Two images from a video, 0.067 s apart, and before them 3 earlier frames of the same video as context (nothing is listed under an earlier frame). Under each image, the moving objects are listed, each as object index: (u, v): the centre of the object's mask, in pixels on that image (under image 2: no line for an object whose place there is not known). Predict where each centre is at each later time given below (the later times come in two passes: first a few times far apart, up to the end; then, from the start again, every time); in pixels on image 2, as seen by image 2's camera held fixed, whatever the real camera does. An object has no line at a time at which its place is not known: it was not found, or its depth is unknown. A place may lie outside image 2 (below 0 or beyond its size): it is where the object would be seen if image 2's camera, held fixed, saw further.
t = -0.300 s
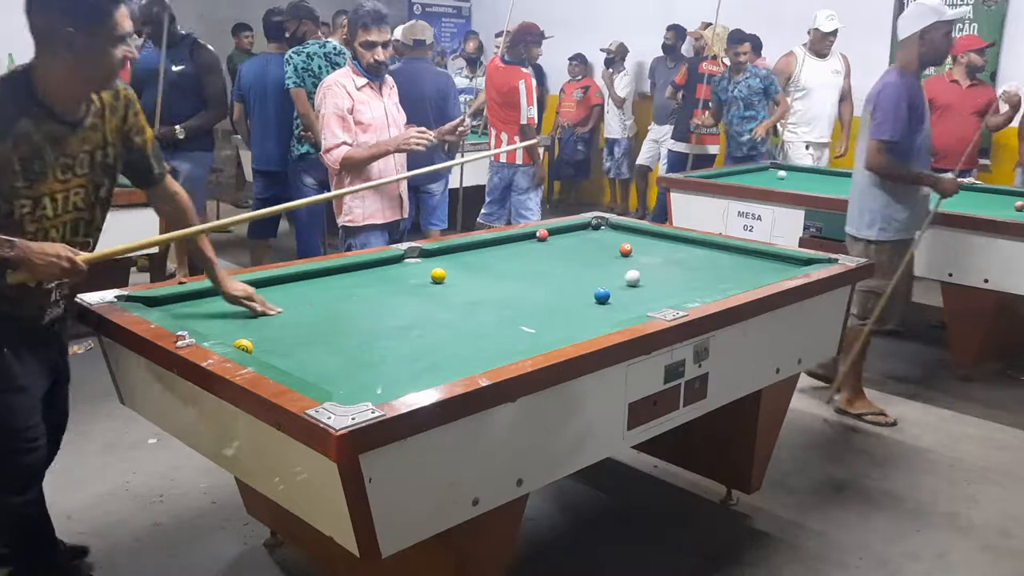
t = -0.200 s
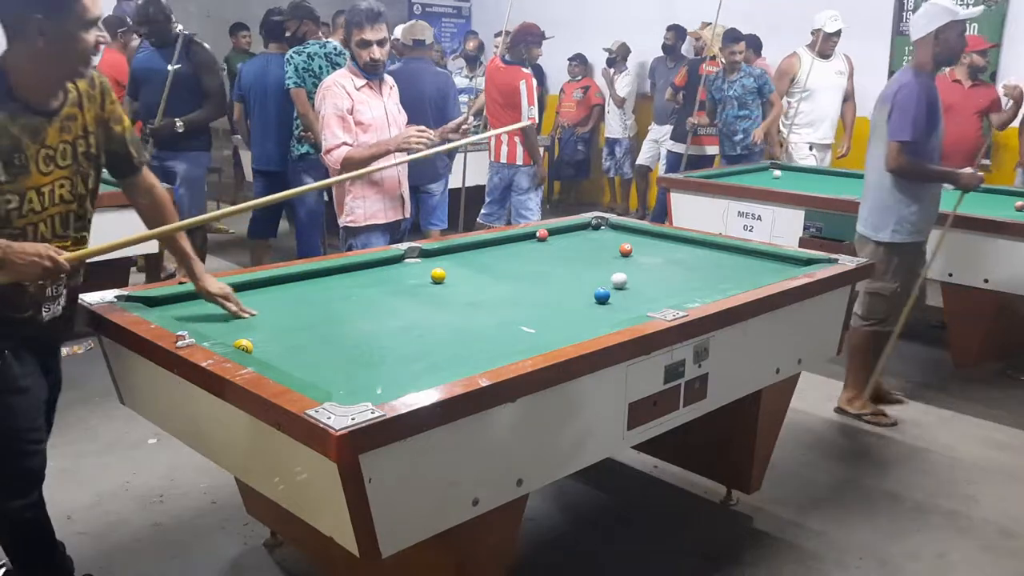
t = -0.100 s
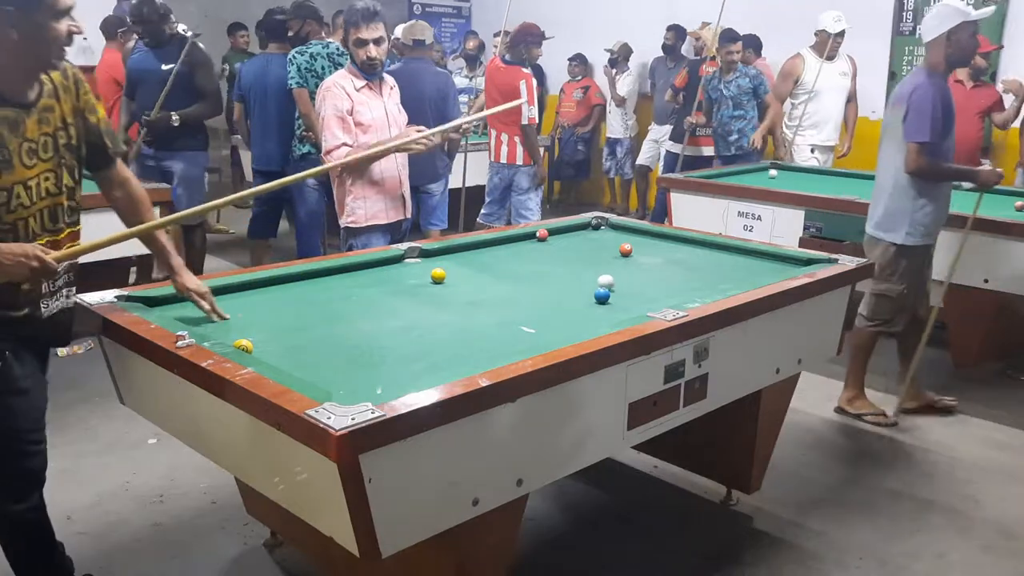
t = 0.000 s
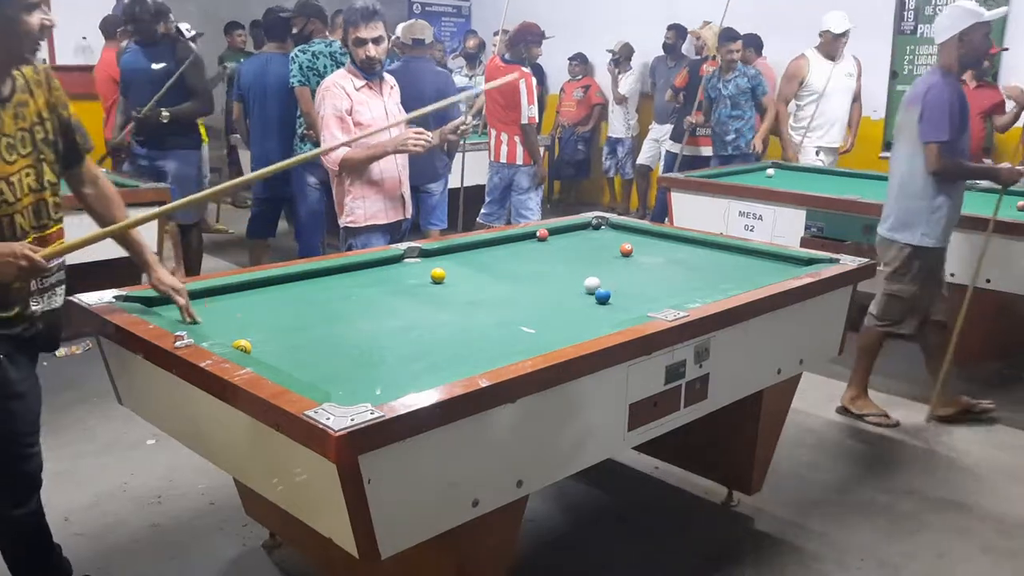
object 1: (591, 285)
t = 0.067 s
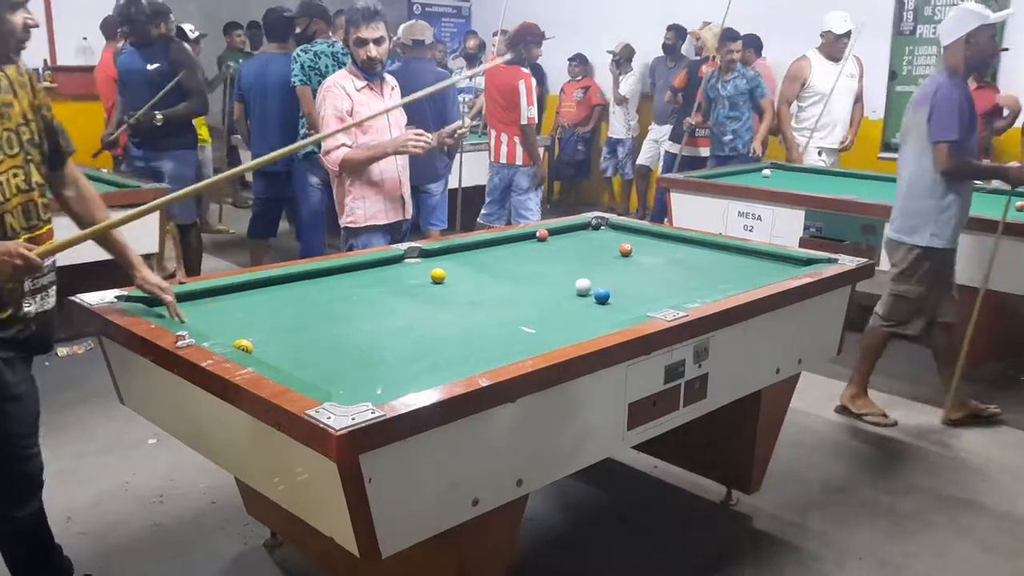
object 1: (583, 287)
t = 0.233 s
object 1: (560, 290)
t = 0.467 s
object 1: (527, 296)
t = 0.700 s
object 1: (495, 302)
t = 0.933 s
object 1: (463, 307)
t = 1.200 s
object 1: (425, 313)
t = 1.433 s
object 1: (394, 318)
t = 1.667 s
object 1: (362, 324)
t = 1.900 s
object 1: (332, 328)
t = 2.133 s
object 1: (302, 333)
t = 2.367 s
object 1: (274, 338)
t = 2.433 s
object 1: (266, 339)
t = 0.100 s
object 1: (578, 287)
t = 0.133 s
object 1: (574, 288)
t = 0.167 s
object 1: (569, 289)
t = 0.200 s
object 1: (564, 290)
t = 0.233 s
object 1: (560, 290)
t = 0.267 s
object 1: (555, 291)
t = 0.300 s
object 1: (551, 292)
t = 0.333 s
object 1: (546, 293)
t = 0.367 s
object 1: (541, 294)
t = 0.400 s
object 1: (537, 295)
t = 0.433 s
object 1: (532, 296)
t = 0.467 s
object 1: (527, 296)
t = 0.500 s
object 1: (522, 297)
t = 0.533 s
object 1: (518, 298)
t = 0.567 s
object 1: (513, 298)
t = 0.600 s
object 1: (508, 299)
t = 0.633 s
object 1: (504, 300)
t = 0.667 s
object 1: (499, 301)
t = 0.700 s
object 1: (495, 302)
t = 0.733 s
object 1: (490, 303)
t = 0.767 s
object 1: (486, 303)
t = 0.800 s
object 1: (481, 304)
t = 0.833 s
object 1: (476, 305)
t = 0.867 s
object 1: (472, 306)
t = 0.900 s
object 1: (467, 306)
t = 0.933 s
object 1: (463, 307)
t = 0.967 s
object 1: (458, 308)
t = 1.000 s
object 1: (453, 309)
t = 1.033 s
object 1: (449, 310)
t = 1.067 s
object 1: (444, 310)
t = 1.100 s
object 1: (439, 311)
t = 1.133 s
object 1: (435, 312)
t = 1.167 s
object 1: (430, 313)
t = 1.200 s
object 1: (425, 313)
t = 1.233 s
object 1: (421, 314)
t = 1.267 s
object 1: (416, 315)
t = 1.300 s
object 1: (412, 316)
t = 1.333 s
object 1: (407, 317)
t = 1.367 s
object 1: (403, 317)
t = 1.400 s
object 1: (398, 318)
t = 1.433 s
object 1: (394, 318)
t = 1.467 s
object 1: (389, 319)
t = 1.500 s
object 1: (385, 320)
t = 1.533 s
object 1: (380, 321)
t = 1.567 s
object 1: (376, 322)
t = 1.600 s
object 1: (371, 322)
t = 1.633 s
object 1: (367, 323)
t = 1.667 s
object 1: (362, 324)
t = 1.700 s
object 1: (357, 325)
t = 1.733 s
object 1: (353, 325)
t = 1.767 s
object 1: (349, 326)
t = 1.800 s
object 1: (345, 326)
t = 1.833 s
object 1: (340, 327)
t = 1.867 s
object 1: (336, 328)
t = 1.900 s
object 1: (332, 328)
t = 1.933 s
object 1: (327, 329)
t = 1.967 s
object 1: (323, 330)
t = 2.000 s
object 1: (319, 331)
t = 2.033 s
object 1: (315, 331)
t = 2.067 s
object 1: (310, 332)
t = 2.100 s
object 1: (306, 333)
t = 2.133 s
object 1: (302, 333)
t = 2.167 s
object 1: (298, 334)
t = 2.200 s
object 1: (294, 335)
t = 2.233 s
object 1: (290, 335)
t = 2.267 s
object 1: (286, 336)
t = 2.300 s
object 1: (282, 337)
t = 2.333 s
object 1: (278, 338)
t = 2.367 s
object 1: (274, 338)
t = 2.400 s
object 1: (270, 339)
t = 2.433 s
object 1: (266, 339)
